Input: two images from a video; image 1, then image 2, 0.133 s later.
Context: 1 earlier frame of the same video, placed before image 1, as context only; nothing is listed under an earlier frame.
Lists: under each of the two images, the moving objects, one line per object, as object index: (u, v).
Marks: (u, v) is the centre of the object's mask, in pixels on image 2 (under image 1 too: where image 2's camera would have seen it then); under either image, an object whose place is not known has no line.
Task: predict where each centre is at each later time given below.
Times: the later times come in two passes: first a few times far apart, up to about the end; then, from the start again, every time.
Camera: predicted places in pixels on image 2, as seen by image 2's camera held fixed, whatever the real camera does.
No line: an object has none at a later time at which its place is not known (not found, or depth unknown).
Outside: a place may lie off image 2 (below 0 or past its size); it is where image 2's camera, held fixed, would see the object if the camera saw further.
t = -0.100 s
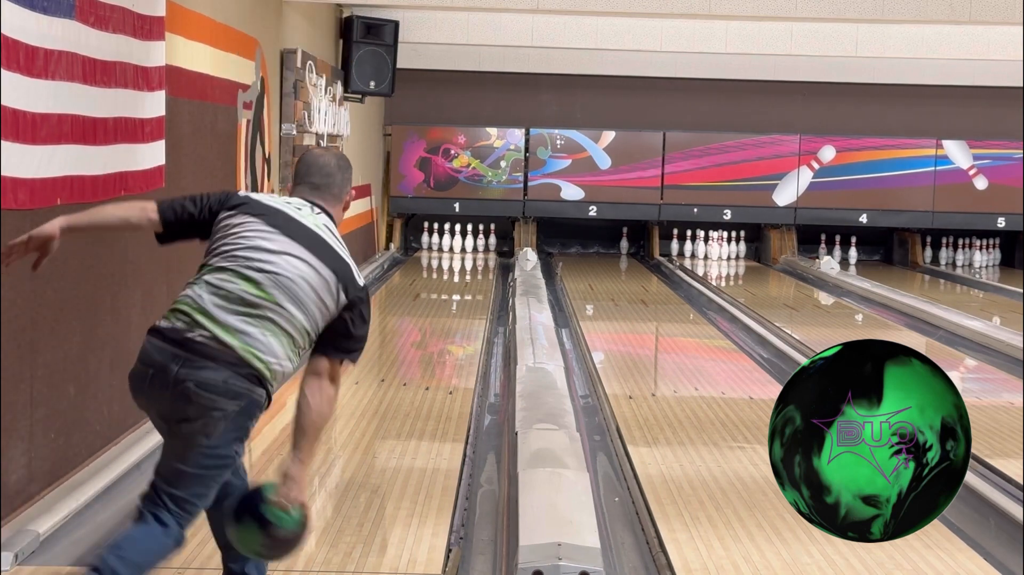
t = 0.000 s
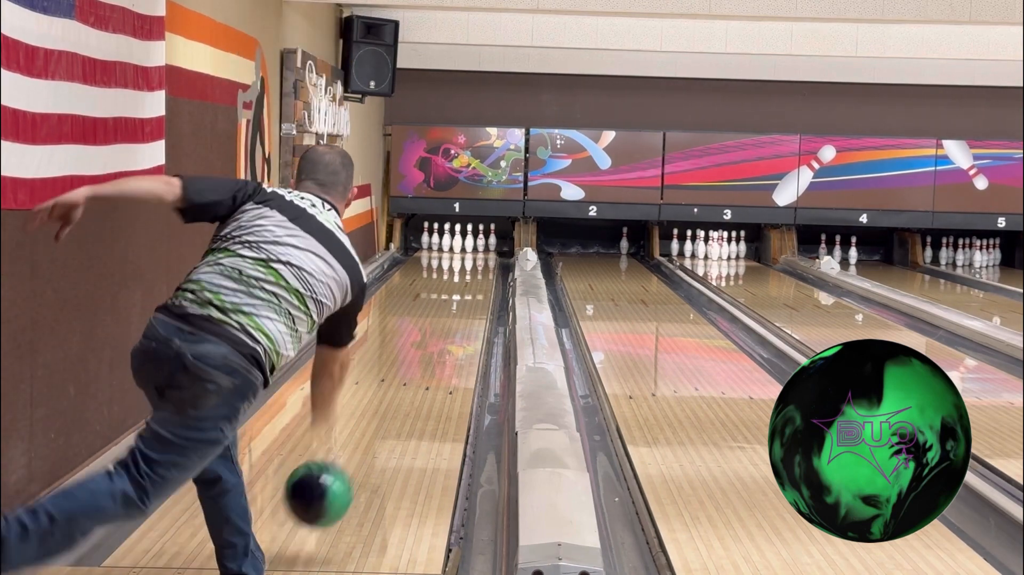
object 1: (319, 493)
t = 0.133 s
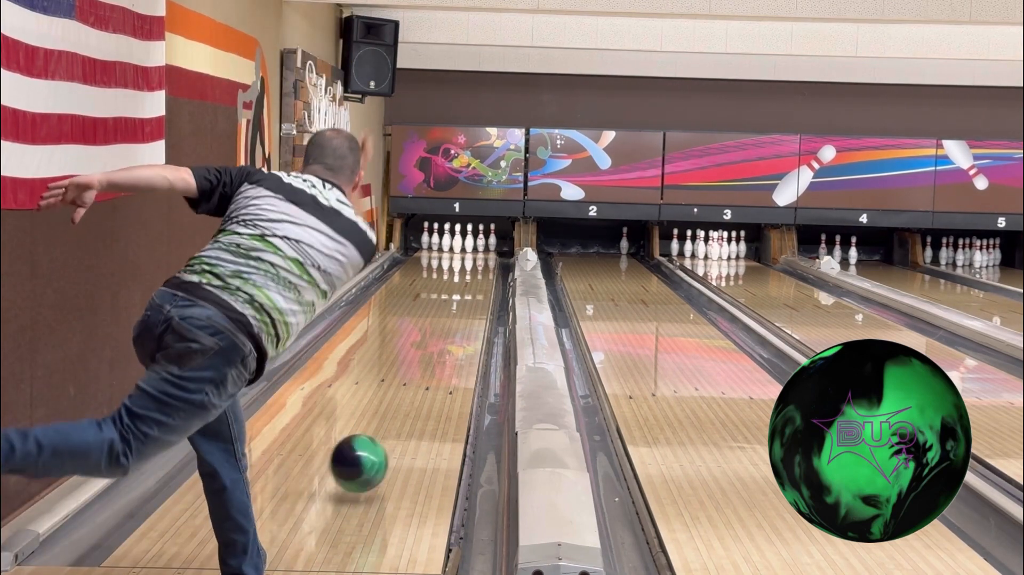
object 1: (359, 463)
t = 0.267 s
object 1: (388, 432)
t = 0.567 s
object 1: (430, 368)
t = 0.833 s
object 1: (452, 334)
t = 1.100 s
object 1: (465, 308)
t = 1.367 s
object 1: (474, 290)
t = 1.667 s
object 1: (477, 274)
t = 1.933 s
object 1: (476, 263)
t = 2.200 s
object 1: (471, 254)
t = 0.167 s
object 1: (366, 463)
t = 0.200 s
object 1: (374, 451)
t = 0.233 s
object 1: (381, 441)
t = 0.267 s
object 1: (388, 432)
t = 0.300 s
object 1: (394, 424)
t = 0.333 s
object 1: (399, 415)
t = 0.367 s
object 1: (405, 407)
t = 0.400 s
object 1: (410, 400)
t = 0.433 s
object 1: (414, 393)
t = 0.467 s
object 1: (419, 387)
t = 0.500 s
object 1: (423, 380)
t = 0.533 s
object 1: (426, 374)
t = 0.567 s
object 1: (430, 368)
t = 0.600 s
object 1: (433, 363)
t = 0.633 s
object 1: (437, 359)
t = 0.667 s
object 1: (439, 354)
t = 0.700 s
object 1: (442, 350)
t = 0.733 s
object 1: (445, 345)
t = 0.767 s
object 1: (447, 341)
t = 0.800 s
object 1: (450, 337)
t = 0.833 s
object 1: (452, 334)
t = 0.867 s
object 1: (454, 329)
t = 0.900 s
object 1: (456, 326)
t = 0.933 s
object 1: (458, 323)
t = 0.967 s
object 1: (459, 320)
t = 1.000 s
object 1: (461, 316)
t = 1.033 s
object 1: (463, 313)
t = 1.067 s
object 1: (464, 311)
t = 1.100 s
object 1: (465, 308)
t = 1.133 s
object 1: (466, 305)
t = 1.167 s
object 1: (468, 303)
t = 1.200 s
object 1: (469, 300)
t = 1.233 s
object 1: (470, 299)
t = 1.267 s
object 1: (471, 296)
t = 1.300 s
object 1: (472, 294)
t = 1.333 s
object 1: (473, 292)
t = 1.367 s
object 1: (474, 290)
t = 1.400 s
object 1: (474, 288)
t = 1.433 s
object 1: (474, 286)
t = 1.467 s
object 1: (475, 284)
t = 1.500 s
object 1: (475, 282)
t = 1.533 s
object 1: (476, 281)
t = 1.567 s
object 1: (477, 279)
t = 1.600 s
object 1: (477, 277)
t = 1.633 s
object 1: (477, 275)
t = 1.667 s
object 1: (477, 274)
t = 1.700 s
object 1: (477, 272)
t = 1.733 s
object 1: (477, 271)
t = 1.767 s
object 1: (477, 270)
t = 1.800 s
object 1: (476, 268)
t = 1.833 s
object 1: (476, 266)
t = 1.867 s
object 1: (476, 265)
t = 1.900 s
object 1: (476, 264)
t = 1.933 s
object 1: (476, 263)
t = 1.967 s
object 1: (475, 262)
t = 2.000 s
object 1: (475, 260)
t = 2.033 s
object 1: (475, 260)
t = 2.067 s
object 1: (474, 259)
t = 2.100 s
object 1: (474, 258)
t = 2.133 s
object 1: (473, 256)
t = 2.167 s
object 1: (472, 255)
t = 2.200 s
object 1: (471, 254)
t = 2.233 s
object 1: (470, 253)
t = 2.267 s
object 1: (469, 252)
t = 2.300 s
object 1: (469, 251)
